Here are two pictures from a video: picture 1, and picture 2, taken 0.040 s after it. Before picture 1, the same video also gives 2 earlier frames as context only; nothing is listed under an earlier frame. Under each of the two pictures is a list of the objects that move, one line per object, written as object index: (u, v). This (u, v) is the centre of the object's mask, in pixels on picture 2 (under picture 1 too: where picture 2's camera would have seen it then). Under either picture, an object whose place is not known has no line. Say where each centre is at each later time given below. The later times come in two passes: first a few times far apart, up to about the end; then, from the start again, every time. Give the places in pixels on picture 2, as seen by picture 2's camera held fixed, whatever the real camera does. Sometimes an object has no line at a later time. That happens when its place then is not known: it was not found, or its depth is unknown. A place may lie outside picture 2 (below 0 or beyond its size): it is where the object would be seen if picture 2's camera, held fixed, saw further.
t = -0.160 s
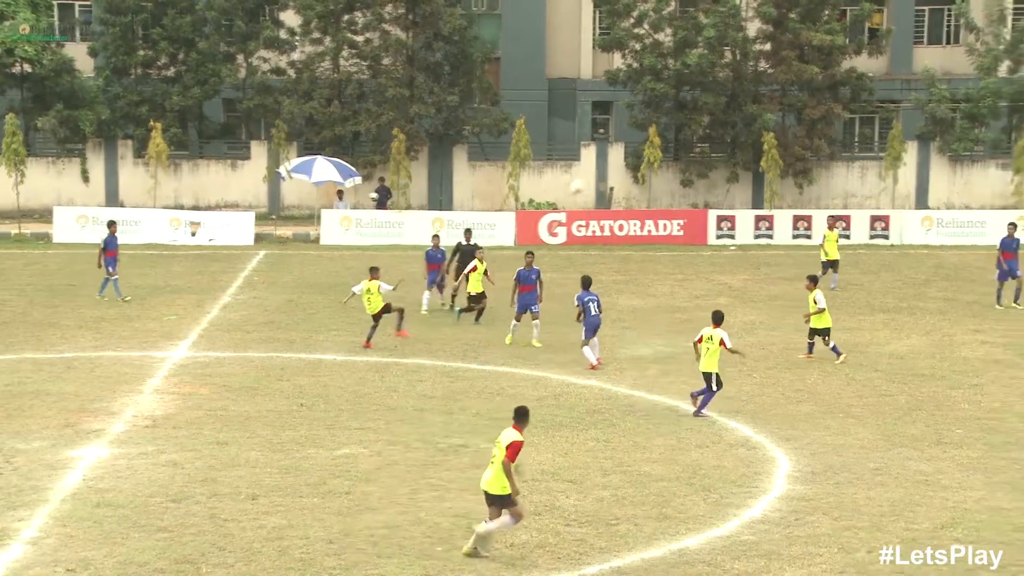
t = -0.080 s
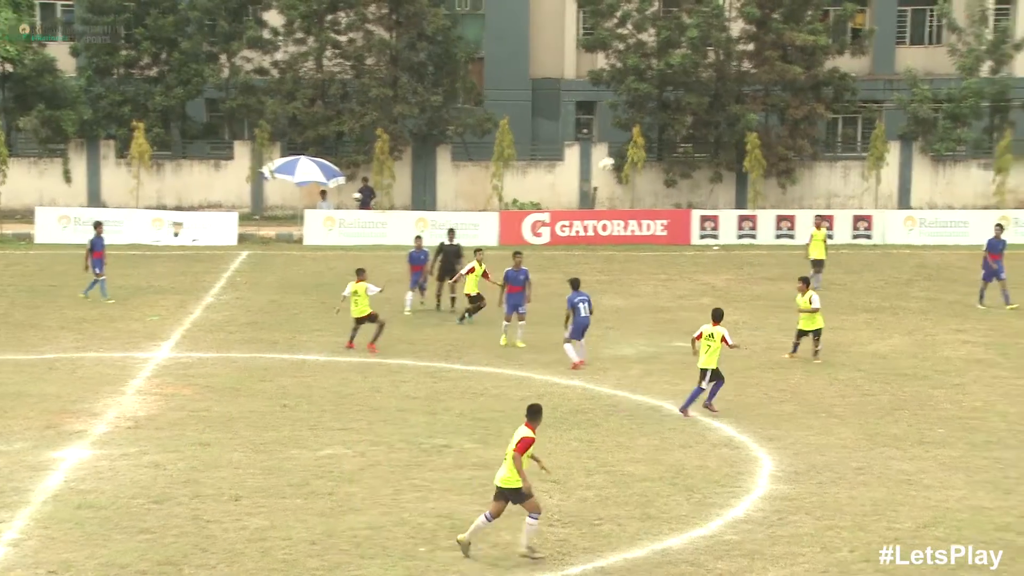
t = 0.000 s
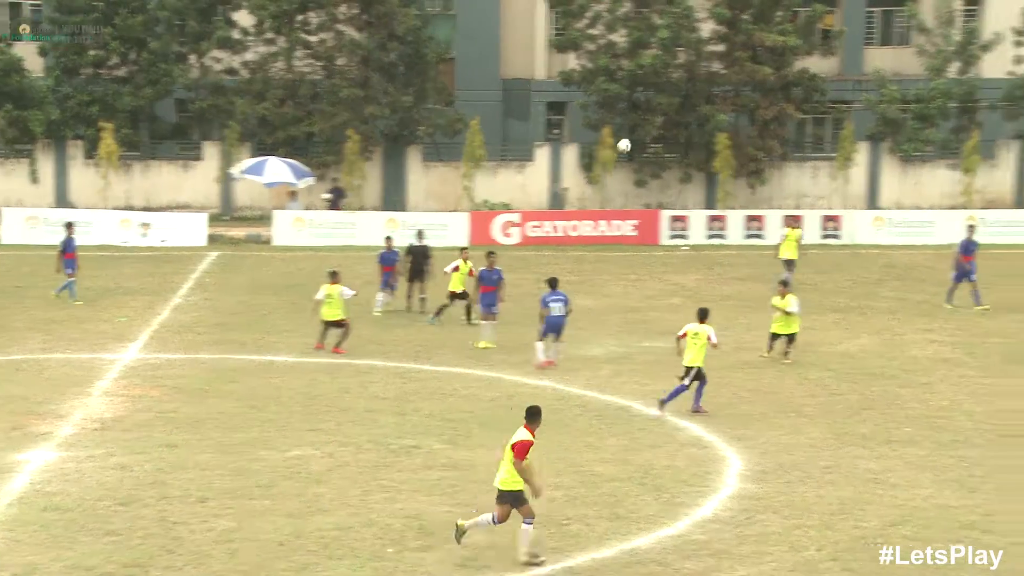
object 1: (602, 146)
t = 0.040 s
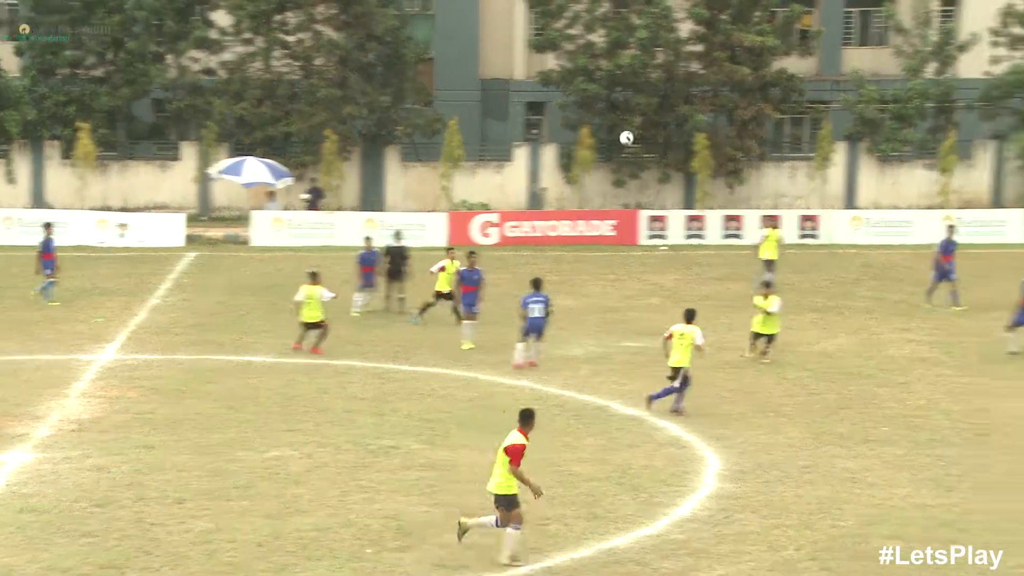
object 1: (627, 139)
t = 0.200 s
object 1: (723, 116)
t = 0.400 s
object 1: (847, 111)
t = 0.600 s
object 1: (976, 130)
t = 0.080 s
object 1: (650, 132)
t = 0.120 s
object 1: (674, 125)
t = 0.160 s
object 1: (698, 120)
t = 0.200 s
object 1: (723, 116)
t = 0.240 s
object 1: (747, 113)
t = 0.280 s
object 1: (772, 112)
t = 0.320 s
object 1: (797, 110)
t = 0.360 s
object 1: (821, 111)
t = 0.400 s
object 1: (847, 111)
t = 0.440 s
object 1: (872, 113)
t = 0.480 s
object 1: (898, 116)
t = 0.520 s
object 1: (924, 119)
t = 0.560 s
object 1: (950, 124)
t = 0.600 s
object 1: (976, 130)
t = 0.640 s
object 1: (1003, 136)
